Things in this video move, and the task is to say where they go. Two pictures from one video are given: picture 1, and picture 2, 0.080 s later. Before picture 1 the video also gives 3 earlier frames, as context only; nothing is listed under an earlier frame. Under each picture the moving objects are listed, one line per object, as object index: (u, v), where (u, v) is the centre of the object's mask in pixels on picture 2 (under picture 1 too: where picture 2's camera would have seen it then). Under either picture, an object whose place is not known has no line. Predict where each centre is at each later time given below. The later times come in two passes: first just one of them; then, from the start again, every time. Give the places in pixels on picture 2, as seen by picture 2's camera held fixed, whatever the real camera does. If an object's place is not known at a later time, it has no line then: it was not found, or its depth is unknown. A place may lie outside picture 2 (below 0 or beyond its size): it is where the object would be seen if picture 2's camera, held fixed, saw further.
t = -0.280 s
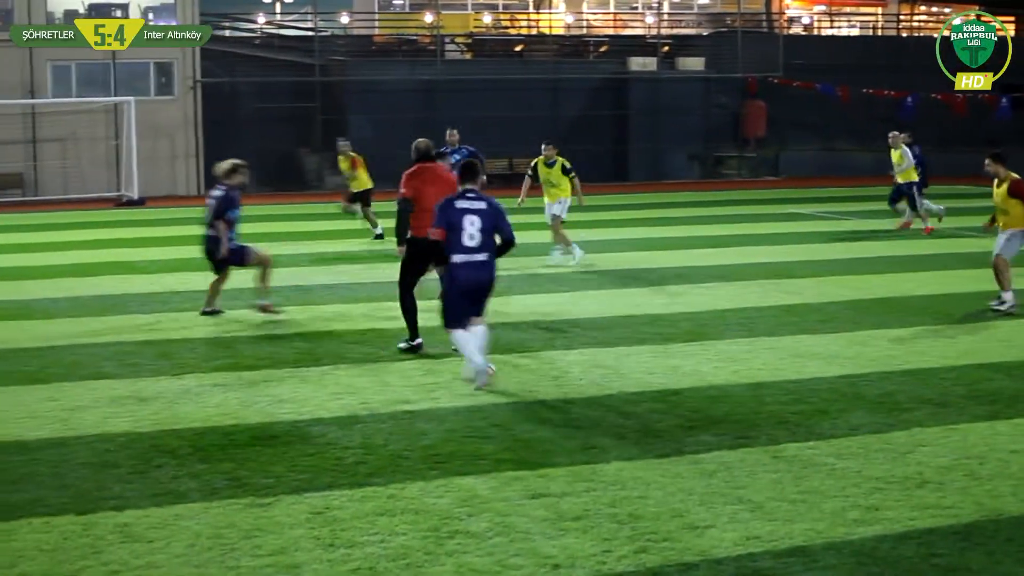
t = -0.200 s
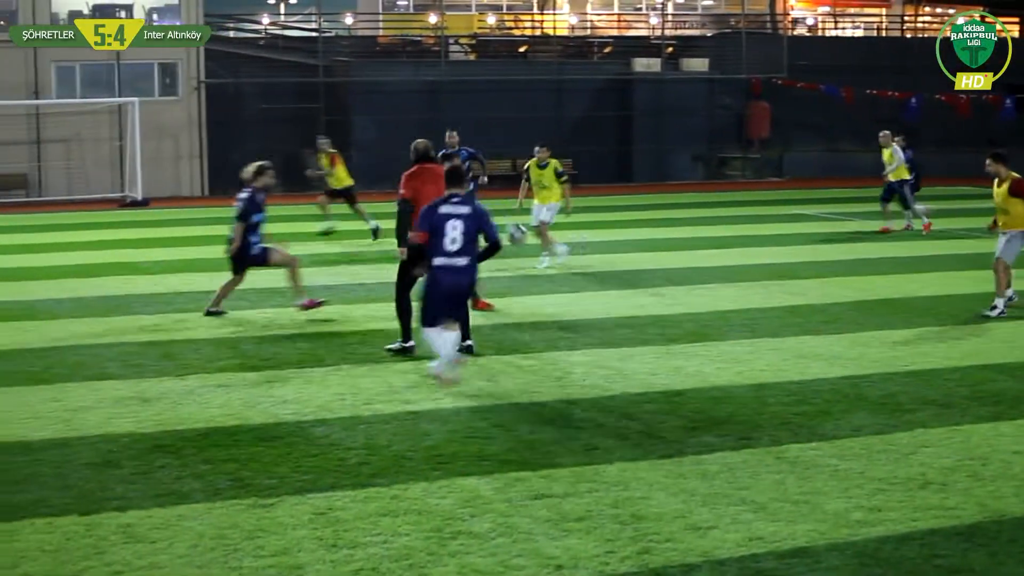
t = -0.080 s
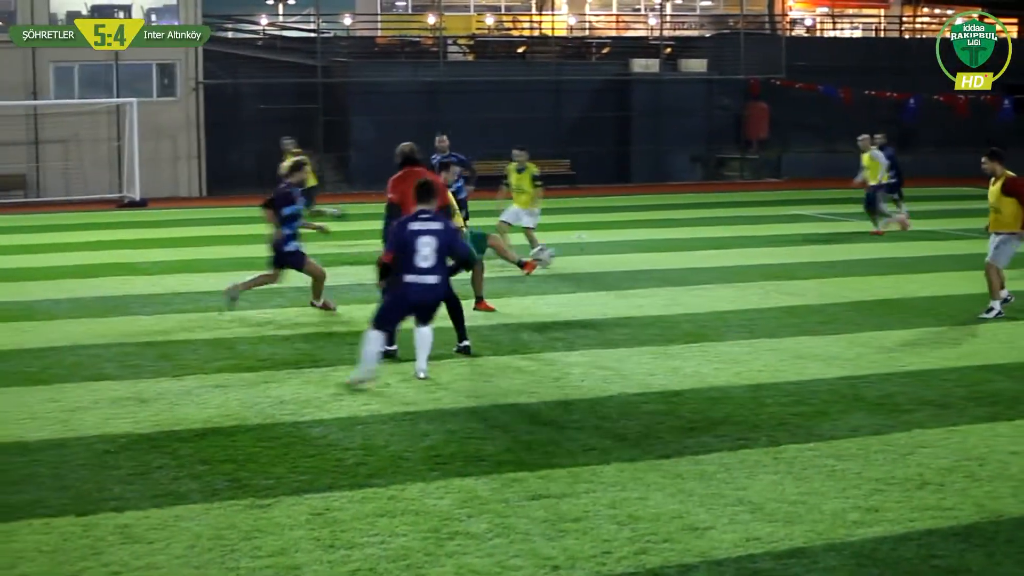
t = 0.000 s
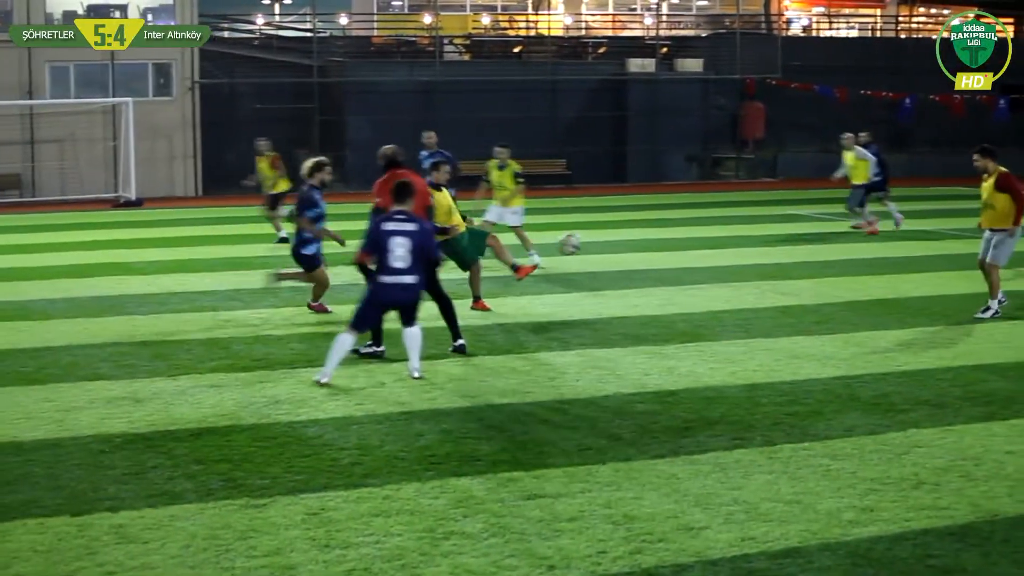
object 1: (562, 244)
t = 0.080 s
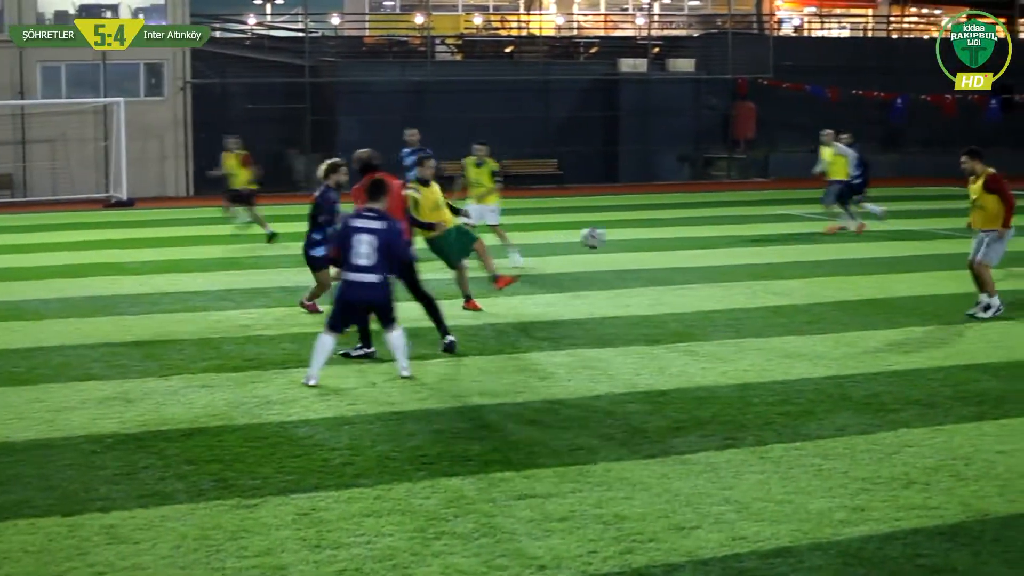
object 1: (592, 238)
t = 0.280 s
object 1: (680, 251)
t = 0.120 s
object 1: (608, 237)
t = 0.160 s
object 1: (626, 238)
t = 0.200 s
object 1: (645, 241)
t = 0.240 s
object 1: (662, 245)
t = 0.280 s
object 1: (680, 251)
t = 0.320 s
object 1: (699, 262)
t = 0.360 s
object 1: (718, 272)
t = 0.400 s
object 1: (737, 284)
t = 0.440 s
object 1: (760, 302)
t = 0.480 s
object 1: (781, 319)
